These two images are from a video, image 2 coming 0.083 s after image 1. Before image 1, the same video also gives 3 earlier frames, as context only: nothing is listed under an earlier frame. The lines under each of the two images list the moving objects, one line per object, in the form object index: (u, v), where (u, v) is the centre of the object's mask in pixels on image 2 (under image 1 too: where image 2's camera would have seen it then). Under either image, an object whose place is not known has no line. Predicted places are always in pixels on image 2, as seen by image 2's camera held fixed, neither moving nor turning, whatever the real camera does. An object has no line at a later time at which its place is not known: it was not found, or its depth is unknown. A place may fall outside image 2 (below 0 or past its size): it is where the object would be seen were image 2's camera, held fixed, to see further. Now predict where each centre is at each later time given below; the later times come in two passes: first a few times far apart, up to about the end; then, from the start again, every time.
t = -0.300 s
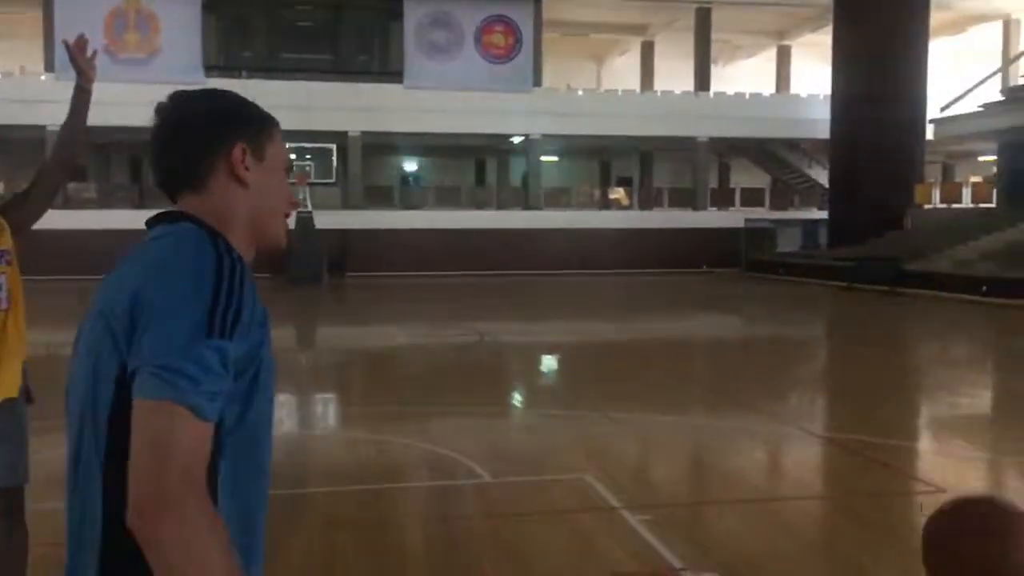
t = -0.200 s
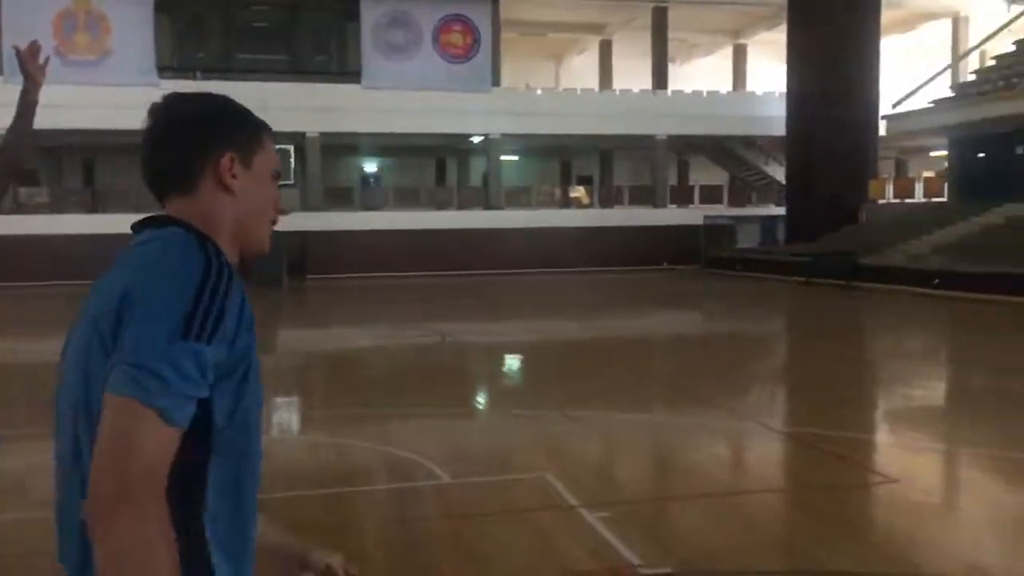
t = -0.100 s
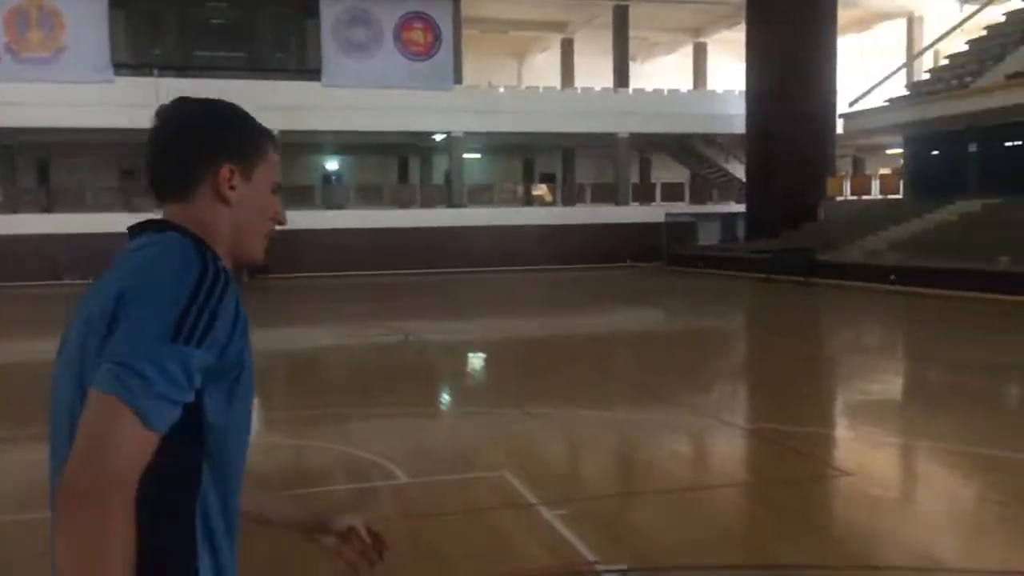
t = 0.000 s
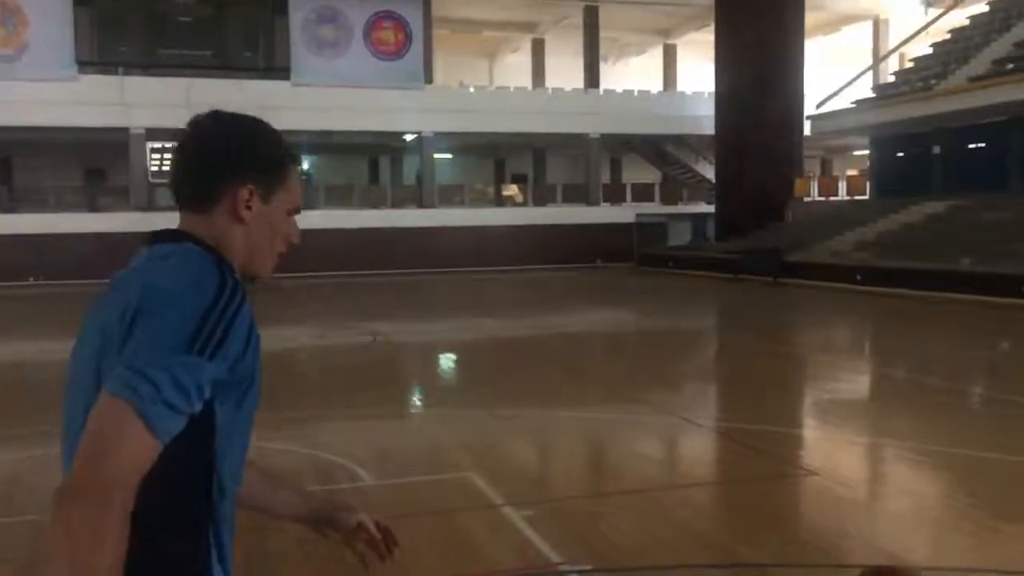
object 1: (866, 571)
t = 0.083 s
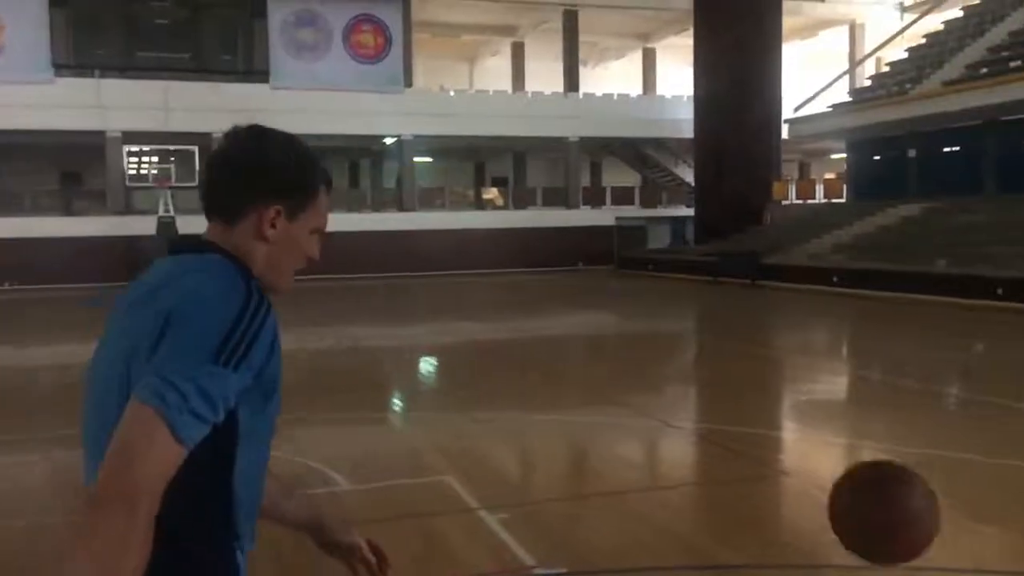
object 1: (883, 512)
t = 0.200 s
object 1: (901, 406)
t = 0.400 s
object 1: (924, 355)
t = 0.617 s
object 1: (950, 478)
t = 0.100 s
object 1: (887, 493)
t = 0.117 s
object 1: (889, 476)
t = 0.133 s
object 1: (892, 460)
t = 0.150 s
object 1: (893, 445)
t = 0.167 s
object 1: (896, 430)
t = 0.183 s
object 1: (898, 417)
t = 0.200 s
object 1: (901, 406)
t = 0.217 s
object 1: (903, 396)
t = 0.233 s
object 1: (907, 387)
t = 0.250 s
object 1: (908, 379)
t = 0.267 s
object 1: (909, 372)
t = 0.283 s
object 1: (911, 366)
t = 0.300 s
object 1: (912, 361)
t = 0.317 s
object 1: (914, 357)
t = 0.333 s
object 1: (915, 355)
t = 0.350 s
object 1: (919, 354)
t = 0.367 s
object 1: (920, 354)
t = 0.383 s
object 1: (924, 355)
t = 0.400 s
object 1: (924, 355)
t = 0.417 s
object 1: (927, 358)
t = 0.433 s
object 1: (929, 361)
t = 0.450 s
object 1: (931, 368)
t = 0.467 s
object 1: (933, 373)
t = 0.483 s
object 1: (935, 381)
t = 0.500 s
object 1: (936, 388)
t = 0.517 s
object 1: (937, 398)
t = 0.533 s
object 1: (940, 408)
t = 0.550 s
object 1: (943, 420)
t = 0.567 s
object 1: (945, 432)
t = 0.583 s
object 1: (946, 446)
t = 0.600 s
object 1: (947, 461)
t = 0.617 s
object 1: (950, 478)
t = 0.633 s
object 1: (951, 494)
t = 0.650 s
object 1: (954, 514)
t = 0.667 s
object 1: (955, 532)
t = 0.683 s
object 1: (956, 552)
